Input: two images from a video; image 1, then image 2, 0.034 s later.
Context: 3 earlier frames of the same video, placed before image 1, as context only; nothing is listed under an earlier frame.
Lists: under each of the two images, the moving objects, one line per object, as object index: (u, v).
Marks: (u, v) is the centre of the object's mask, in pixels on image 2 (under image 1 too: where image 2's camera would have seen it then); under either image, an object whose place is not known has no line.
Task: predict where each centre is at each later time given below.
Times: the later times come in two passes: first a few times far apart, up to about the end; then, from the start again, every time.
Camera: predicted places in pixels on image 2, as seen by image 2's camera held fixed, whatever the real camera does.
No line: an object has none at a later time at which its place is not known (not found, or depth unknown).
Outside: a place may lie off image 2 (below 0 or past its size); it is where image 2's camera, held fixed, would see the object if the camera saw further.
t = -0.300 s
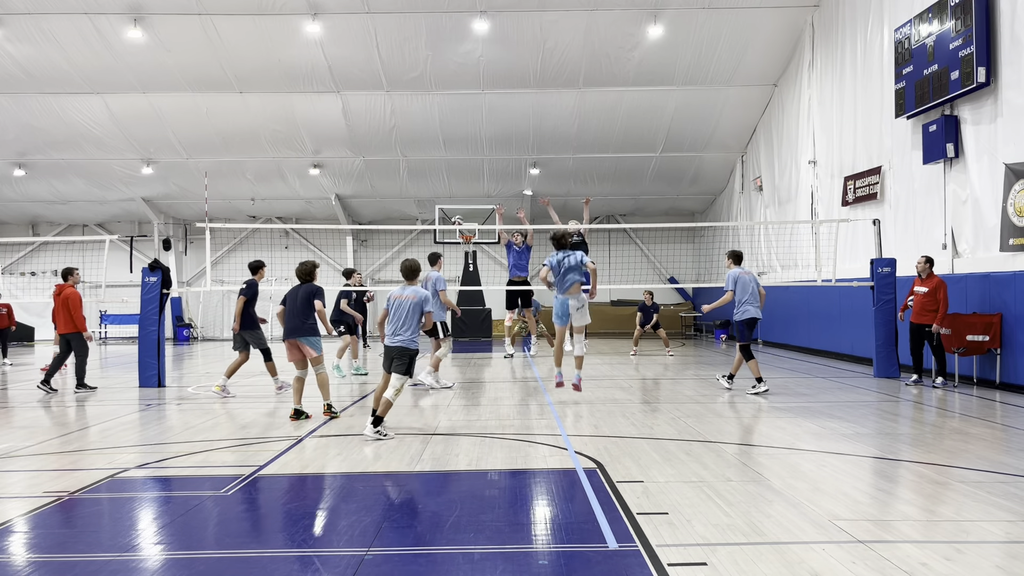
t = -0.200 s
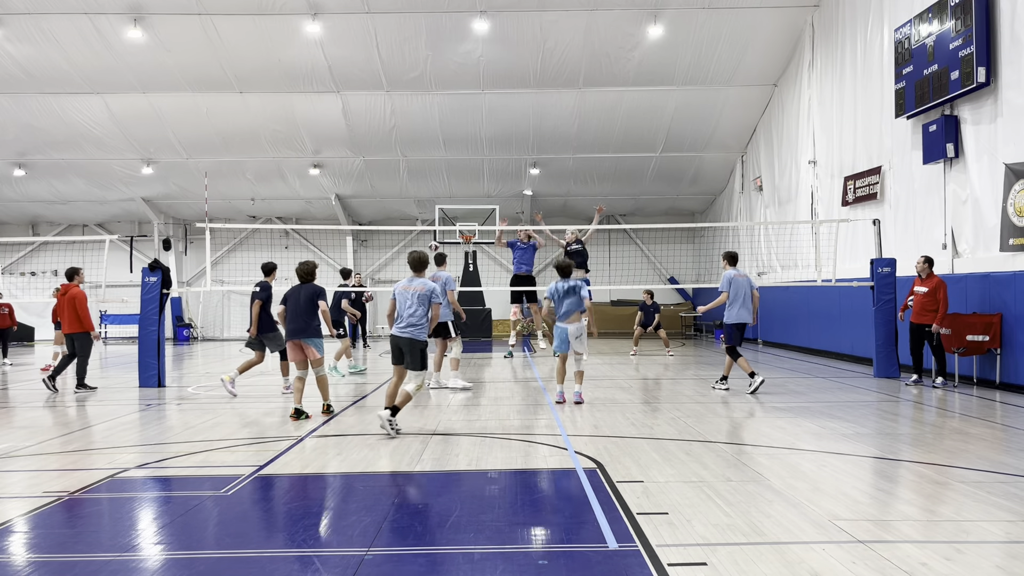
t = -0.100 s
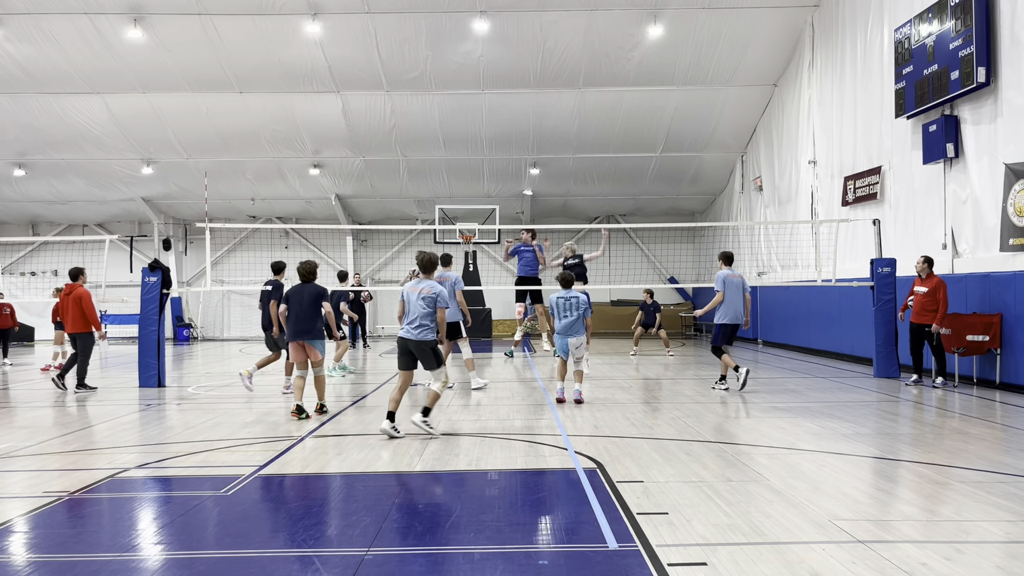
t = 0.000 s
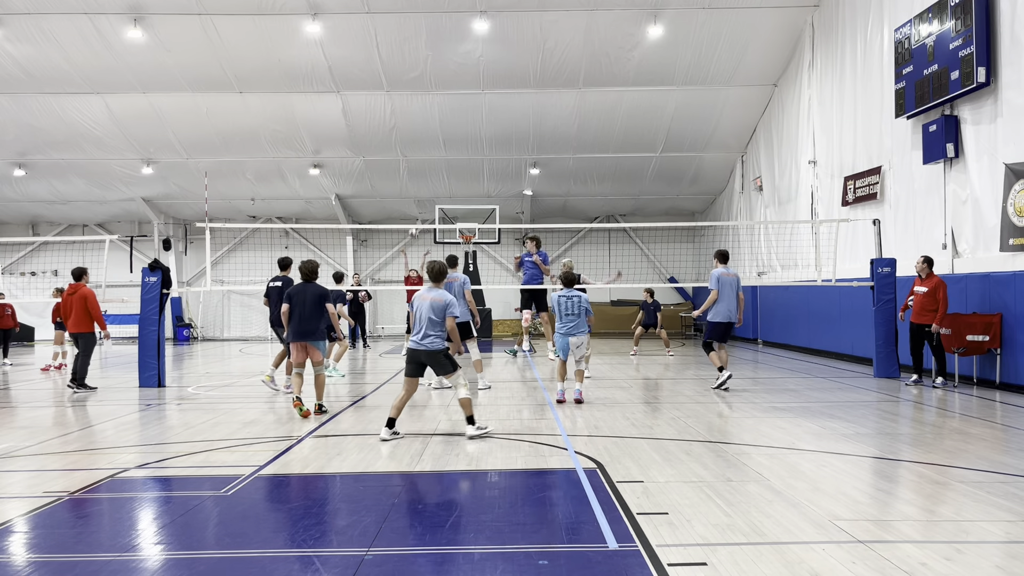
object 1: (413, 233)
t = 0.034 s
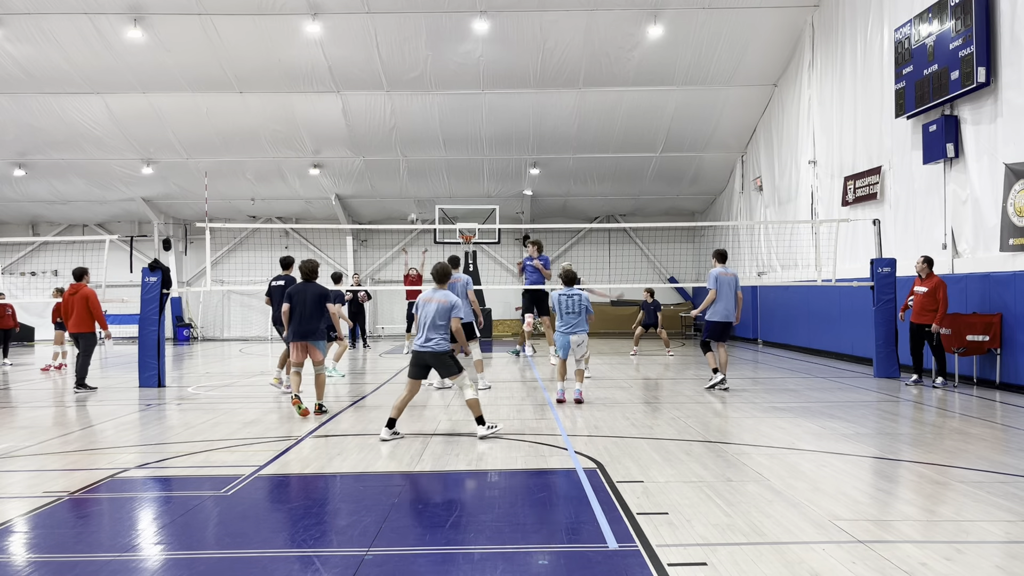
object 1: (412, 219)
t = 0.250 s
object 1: (404, 136)
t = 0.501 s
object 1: (395, 71)
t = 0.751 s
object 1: (387, 35)
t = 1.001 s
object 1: (381, 27)
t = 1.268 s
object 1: (376, 51)
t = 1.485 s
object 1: (372, 93)
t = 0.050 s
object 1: (412, 211)
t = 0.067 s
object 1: (411, 203)
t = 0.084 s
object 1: (410, 198)
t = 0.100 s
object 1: (409, 191)
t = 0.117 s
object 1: (409, 184)
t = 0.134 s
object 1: (409, 177)
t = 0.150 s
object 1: (408, 171)
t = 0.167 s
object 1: (407, 165)
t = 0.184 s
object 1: (406, 159)
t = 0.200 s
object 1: (405, 153)
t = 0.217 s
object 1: (405, 147)
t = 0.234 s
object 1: (404, 142)
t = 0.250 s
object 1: (404, 136)
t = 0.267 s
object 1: (403, 131)
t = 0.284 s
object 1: (402, 125)
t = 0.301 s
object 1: (402, 121)
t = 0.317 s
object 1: (401, 116)
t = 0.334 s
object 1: (400, 111)
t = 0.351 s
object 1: (400, 106)
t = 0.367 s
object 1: (399, 102)
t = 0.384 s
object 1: (398, 98)
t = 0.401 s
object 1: (398, 93)
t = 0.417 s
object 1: (397, 89)
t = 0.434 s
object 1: (397, 85)
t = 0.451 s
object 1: (396, 82)
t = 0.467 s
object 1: (396, 78)
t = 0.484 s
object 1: (395, 74)
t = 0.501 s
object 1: (395, 71)
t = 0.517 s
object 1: (394, 67)
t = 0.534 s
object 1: (393, 65)
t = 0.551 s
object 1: (393, 61)
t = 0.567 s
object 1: (392, 58)
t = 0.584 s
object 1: (392, 56)
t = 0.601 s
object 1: (392, 53)
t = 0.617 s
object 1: (391, 50)
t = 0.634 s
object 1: (390, 48)
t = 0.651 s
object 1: (390, 46)
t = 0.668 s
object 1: (389, 44)
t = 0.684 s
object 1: (389, 42)
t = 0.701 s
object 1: (388, 40)
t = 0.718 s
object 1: (388, 38)
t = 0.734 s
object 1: (387, 36)
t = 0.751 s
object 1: (387, 35)
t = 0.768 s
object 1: (386, 33)
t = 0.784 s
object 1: (386, 32)
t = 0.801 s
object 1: (385, 31)
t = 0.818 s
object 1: (385, 30)
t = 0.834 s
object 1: (385, 29)
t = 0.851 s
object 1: (384, 28)
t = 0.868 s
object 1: (384, 27)
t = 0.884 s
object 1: (383, 27)
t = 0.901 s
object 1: (383, 27)
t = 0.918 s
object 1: (383, 26)
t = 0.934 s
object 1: (382, 26)
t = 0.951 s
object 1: (382, 26)
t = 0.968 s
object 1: (382, 27)
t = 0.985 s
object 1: (381, 27)
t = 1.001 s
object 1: (381, 27)
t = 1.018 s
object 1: (381, 28)
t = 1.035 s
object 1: (380, 29)
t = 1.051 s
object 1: (380, 30)
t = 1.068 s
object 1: (380, 31)
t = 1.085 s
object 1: (380, 32)
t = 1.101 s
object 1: (379, 33)
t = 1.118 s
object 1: (379, 34)
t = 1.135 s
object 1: (378, 36)
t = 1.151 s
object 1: (378, 37)
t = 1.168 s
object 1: (378, 39)
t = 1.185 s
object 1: (377, 41)
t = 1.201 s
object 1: (377, 42)
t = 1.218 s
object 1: (377, 44)
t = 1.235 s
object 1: (377, 47)
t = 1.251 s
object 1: (376, 49)
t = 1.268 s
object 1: (376, 51)
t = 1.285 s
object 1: (375, 54)
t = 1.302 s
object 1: (375, 57)
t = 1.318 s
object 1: (375, 59)
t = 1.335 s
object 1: (374, 62)
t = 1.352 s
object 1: (374, 65)
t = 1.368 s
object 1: (374, 68)
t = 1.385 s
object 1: (374, 71)
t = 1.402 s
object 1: (373, 75)
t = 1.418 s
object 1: (373, 78)
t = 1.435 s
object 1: (373, 82)
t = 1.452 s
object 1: (372, 85)
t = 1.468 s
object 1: (372, 89)
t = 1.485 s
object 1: (372, 93)
